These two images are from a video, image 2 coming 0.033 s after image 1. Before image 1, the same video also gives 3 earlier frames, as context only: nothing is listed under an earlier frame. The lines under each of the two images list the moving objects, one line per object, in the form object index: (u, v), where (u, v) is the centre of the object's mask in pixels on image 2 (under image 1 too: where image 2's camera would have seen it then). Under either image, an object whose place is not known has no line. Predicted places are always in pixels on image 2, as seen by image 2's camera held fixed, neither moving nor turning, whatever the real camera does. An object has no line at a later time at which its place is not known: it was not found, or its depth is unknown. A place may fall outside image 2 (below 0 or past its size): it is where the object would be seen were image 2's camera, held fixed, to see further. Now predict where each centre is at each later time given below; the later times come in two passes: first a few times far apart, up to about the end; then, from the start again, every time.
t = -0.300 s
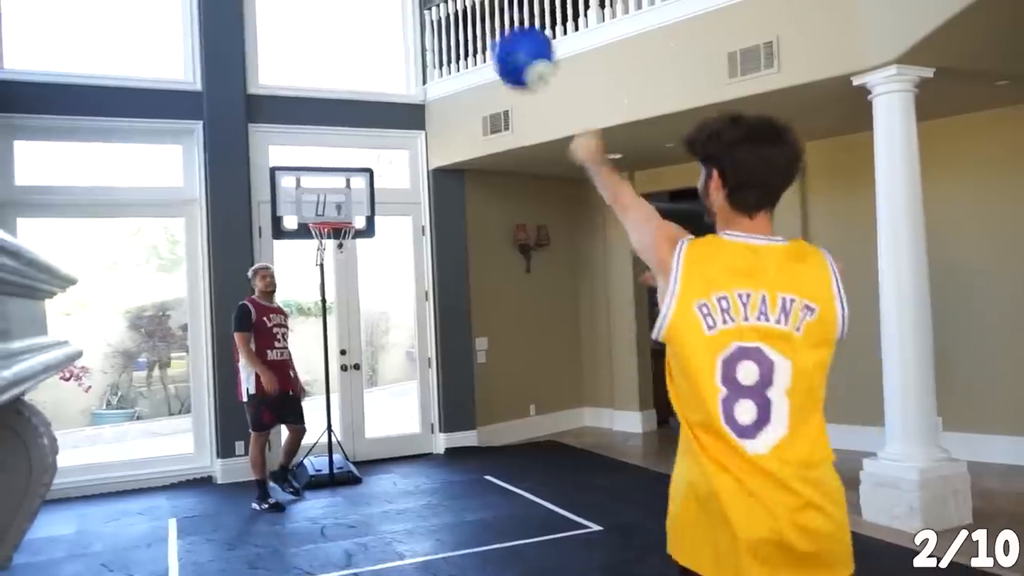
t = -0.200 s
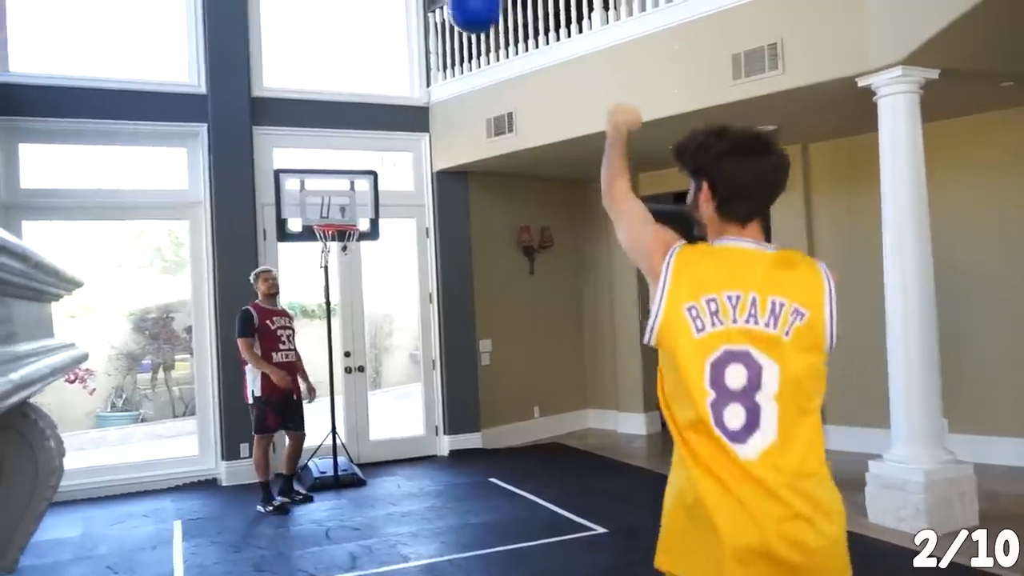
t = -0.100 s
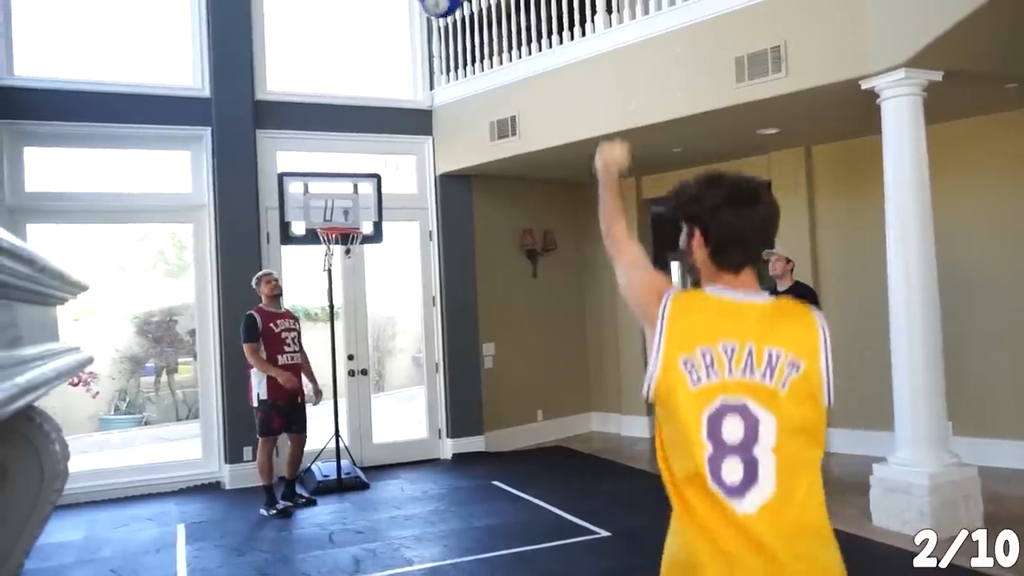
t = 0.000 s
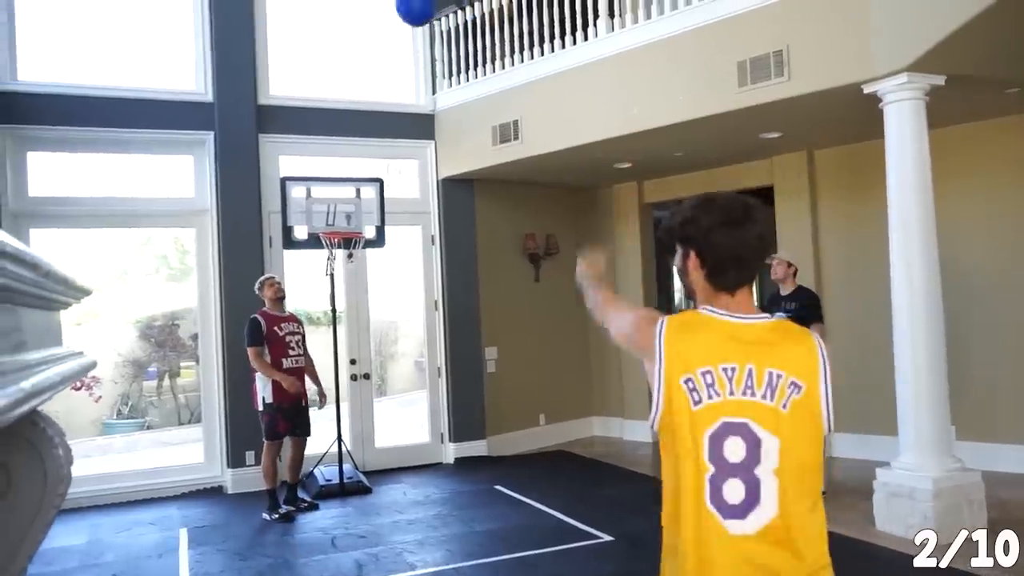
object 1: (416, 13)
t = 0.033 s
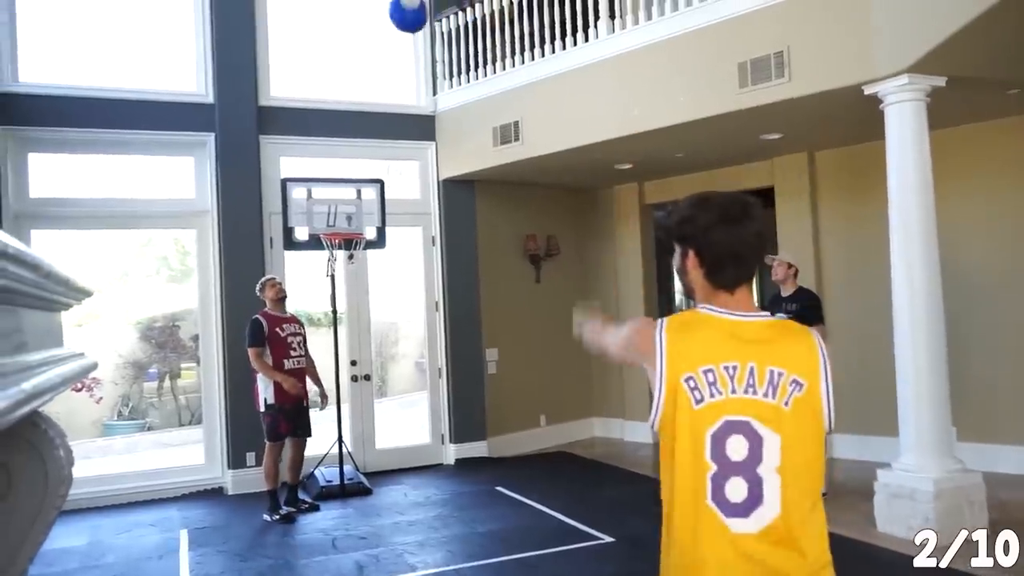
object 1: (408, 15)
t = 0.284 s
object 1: (368, 107)
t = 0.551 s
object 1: (349, 249)
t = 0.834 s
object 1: (368, 483)
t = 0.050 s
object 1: (404, 17)
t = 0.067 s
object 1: (401, 21)
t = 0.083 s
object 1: (398, 25)
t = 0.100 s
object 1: (395, 30)
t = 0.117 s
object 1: (391, 36)
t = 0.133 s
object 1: (389, 41)
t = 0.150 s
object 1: (386, 47)
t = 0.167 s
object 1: (383, 53)
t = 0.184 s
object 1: (381, 60)
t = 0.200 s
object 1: (379, 67)
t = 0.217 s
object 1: (376, 74)
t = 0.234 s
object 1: (374, 81)
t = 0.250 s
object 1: (372, 89)
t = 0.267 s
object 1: (369, 98)
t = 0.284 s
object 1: (368, 107)
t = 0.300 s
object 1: (366, 115)
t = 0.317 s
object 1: (364, 121)
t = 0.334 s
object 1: (362, 128)
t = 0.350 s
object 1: (361, 136)
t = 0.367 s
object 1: (360, 144)
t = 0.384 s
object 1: (358, 154)
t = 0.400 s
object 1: (356, 164)
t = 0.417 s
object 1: (355, 177)
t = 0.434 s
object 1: (354, 185)
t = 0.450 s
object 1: (353, 193)
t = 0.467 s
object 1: (352, 206)
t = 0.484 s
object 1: (351, 213)
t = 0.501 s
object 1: (349, 221)
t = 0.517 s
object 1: (348, 232)
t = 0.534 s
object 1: (347, 242)
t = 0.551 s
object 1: (349, 249)
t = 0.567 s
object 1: (350, 262)
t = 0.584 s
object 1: (352, 271)
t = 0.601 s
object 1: (353, 281)
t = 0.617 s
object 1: (354, 295)
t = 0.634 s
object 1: (355, 307)
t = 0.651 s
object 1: (355, 320)
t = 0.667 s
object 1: (356, 334)
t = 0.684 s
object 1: (358, 347)
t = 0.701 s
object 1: (359, 359)
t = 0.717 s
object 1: (360, 371)
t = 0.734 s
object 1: (361, 386)
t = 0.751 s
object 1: (363, 404)
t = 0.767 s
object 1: (364, 418)
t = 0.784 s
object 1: (364, 433)
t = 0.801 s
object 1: (367, 450)
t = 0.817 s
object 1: (368, 465)
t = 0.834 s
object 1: (368, 483)
